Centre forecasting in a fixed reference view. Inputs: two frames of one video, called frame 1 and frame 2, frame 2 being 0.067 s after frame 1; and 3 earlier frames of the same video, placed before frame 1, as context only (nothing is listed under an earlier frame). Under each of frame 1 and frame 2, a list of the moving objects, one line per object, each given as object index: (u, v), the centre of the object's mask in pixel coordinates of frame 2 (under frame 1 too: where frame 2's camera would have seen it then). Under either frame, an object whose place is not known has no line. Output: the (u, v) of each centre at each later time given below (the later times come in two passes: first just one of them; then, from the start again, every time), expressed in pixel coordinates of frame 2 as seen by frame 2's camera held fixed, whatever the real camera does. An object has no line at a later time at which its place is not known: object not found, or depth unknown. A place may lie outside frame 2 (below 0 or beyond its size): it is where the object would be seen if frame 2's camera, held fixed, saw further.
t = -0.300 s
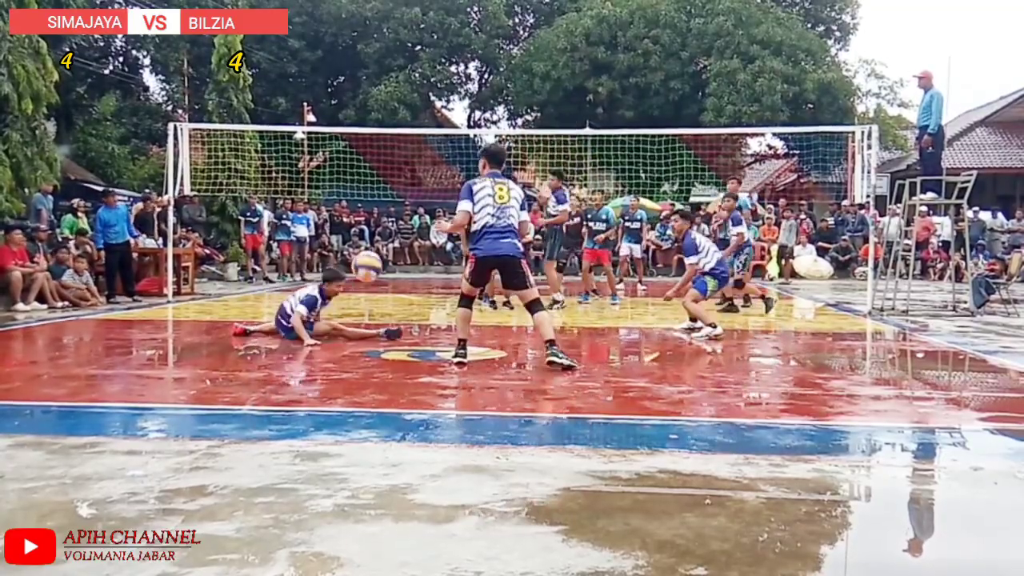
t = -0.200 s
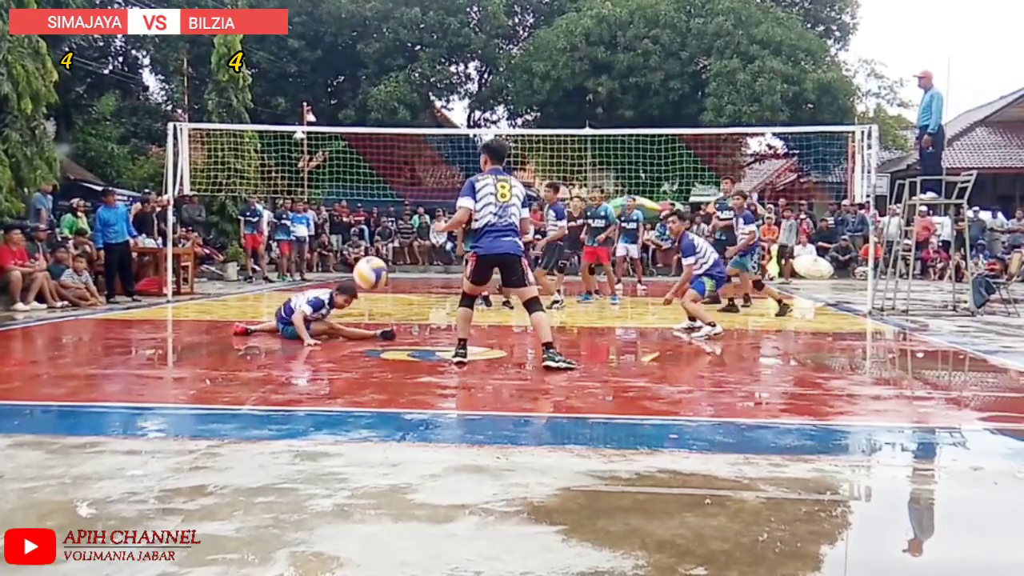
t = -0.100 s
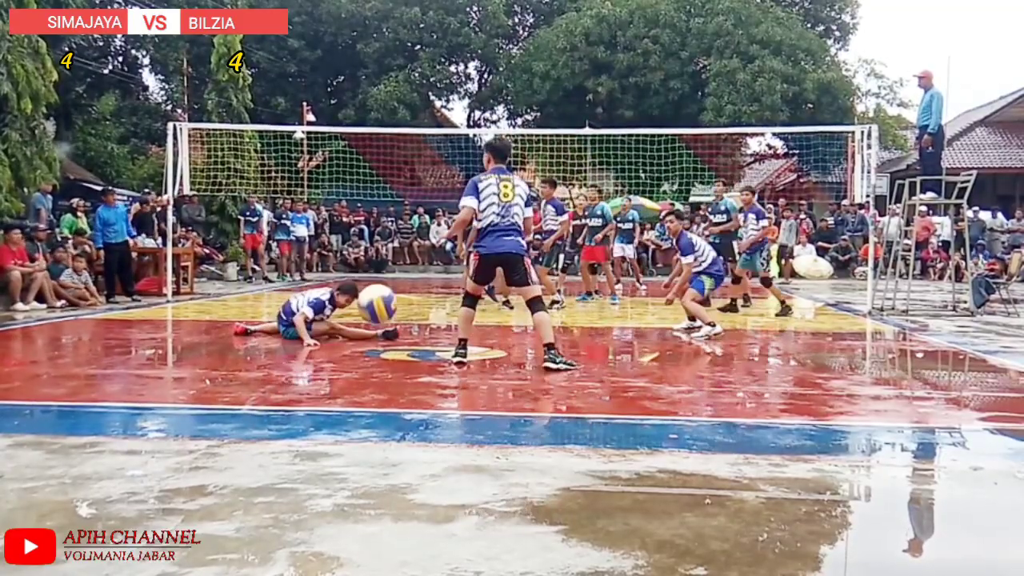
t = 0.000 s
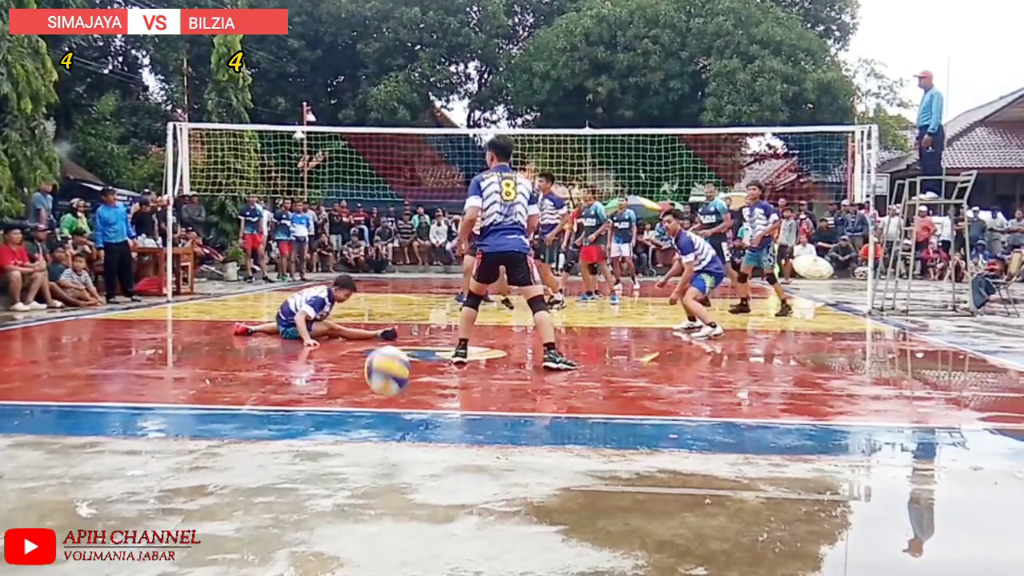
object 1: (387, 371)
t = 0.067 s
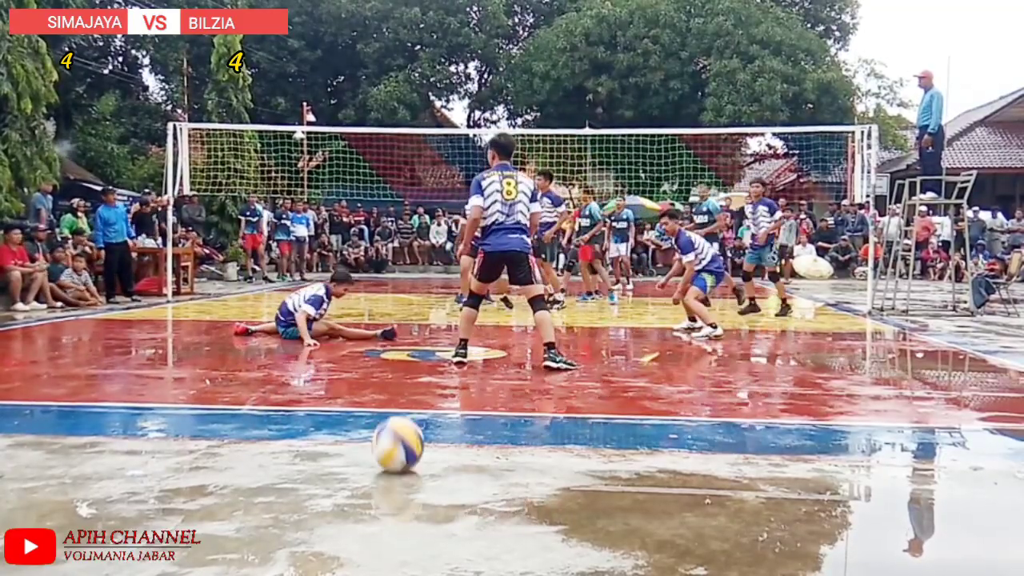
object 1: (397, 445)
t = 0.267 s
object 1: (296, 428)
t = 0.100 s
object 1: (387, 442)
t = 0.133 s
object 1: (374, 433)
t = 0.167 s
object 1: (359, 427)
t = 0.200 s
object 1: (341, 423)
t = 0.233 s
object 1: (320, 423)
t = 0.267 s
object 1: (296, 428)
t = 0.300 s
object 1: (265, 439)
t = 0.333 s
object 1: (230, 458)
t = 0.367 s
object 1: (181, 483)
